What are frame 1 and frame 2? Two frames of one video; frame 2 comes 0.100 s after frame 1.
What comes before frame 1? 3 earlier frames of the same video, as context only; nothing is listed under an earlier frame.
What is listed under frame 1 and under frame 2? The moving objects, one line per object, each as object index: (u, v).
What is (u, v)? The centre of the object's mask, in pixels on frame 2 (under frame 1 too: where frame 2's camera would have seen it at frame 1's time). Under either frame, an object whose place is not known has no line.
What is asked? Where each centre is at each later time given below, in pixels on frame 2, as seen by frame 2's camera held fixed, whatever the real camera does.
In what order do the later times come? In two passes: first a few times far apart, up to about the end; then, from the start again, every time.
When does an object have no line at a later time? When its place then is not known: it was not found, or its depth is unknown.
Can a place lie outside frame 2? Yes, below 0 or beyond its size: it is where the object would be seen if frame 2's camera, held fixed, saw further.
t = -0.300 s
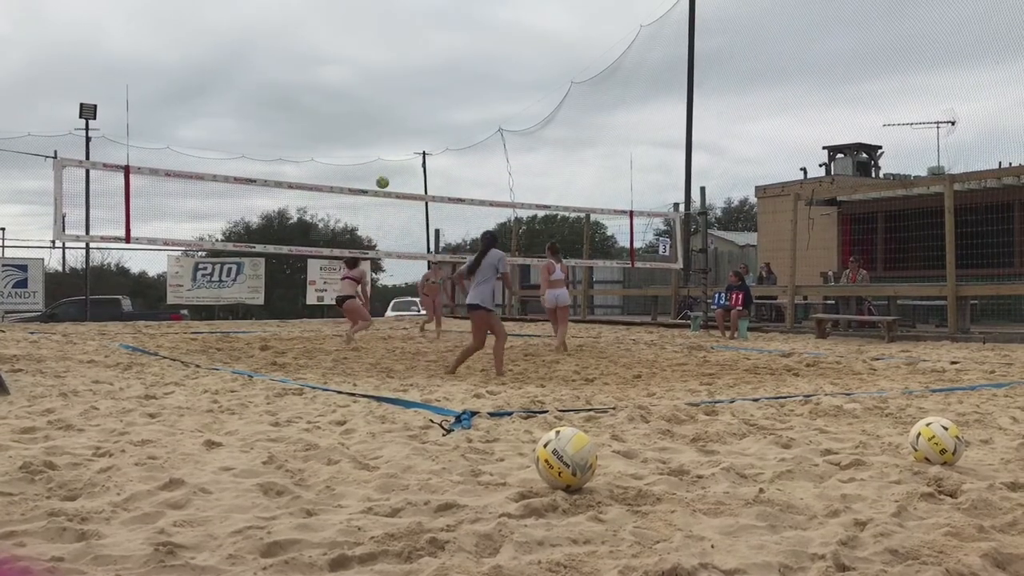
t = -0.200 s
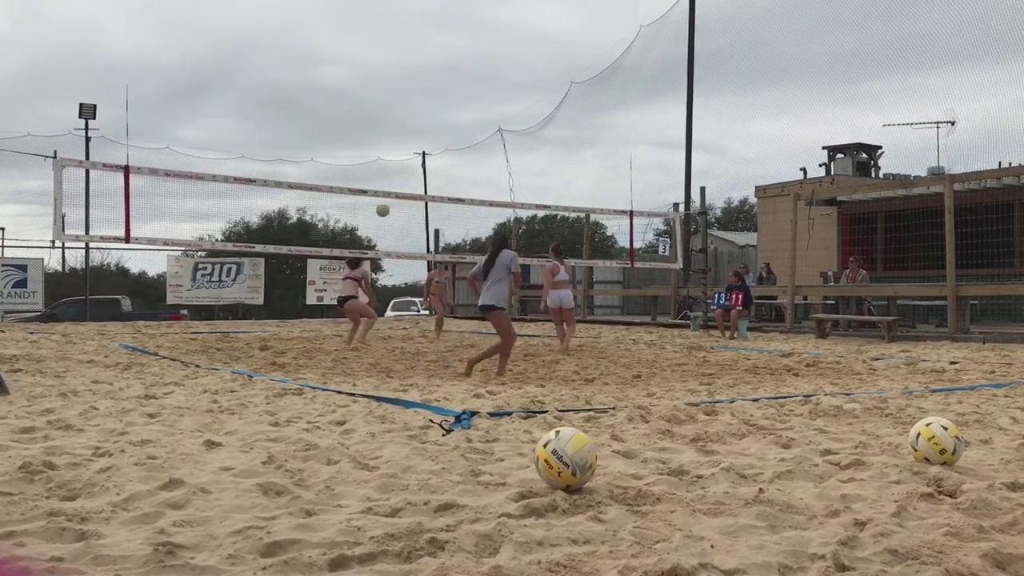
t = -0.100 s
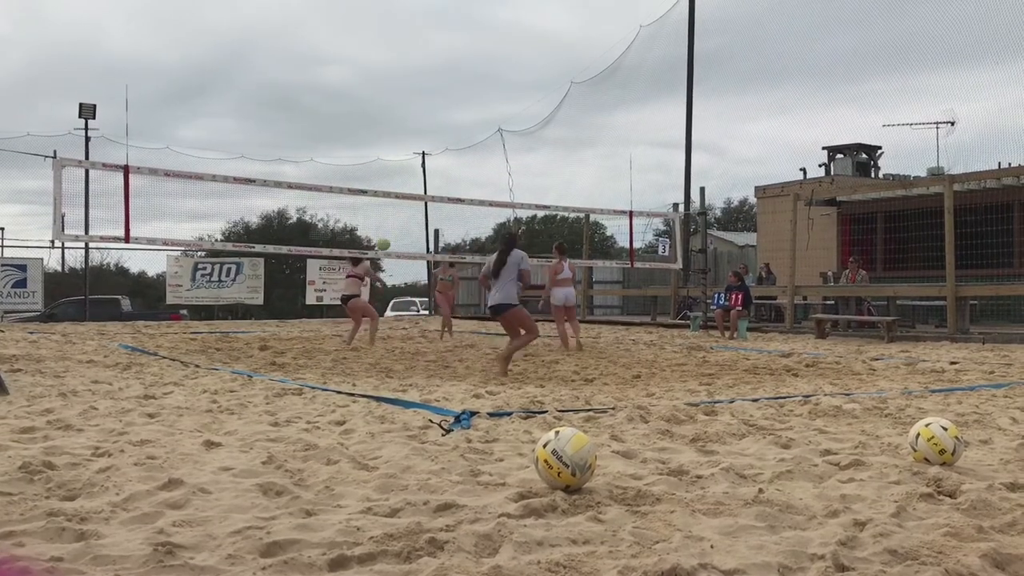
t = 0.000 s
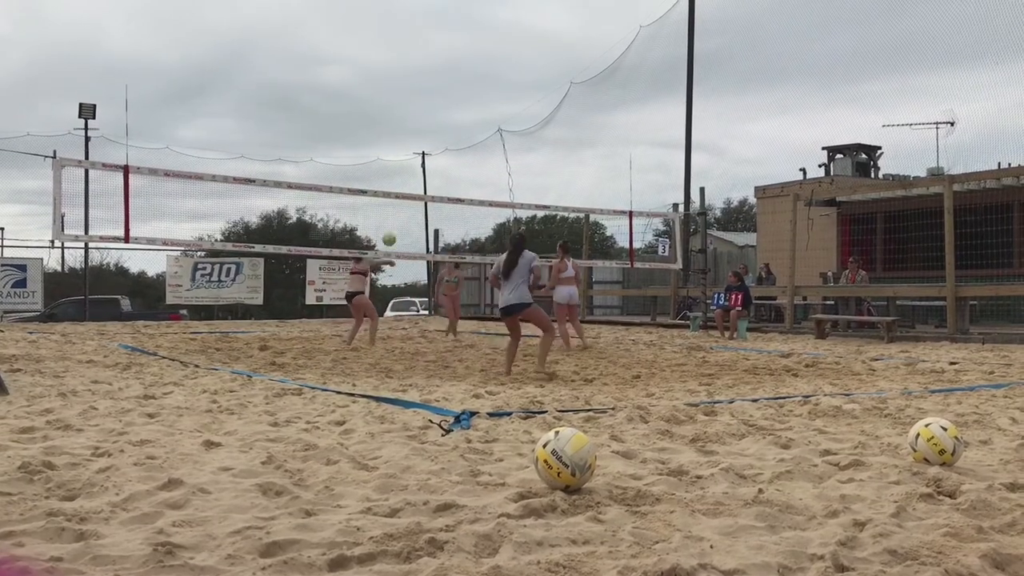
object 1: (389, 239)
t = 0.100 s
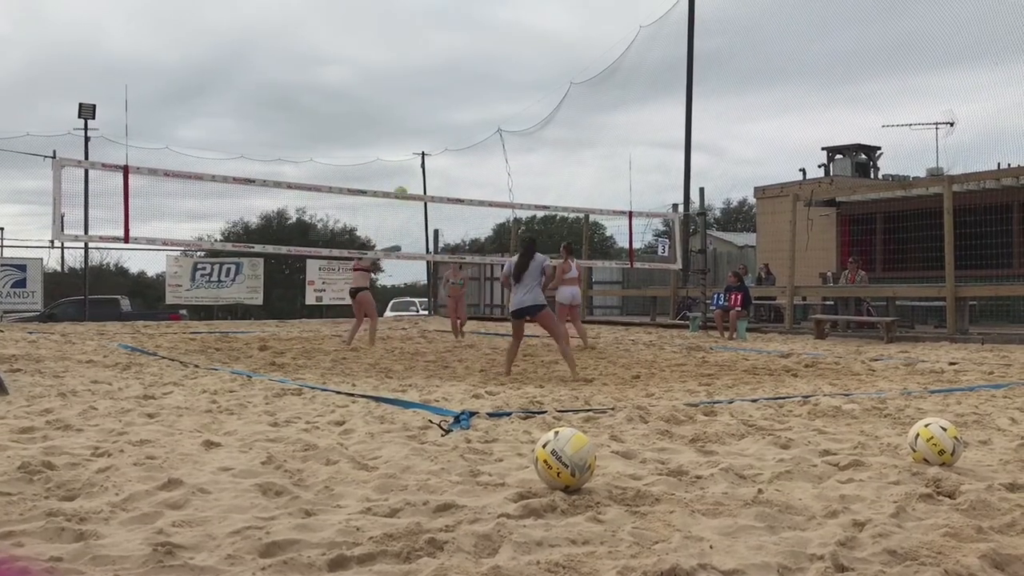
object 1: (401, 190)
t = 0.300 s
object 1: (423, 119)
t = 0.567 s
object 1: (452, 61)
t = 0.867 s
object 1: (483, 50)
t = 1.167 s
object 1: (513, 92)
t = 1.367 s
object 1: (530, 149)
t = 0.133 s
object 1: (404, 179)
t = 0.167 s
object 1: (408, 165)
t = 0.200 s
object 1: (412, 152)
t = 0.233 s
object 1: (415, 140)
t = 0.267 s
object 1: (419, 129)
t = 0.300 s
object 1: (423, 119)
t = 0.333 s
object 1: (426, 109)
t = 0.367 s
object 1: (430, 100)
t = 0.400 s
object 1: (434, 91)
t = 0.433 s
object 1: (438, 84)
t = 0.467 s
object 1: (441, 77)
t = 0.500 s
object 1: (445, 71)
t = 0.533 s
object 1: (449, 65)
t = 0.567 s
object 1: (452, 61)
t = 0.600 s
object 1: (456, 57)
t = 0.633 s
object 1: (459, 53)
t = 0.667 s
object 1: (463, 51)
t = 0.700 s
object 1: (466, 49)
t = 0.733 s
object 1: (470, 48)
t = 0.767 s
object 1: (473, 47)
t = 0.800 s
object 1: (477, 47)
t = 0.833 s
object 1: (480, 48)
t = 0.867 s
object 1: (483, 50)
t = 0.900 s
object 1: (487, 52)
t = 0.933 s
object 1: (490, 55)
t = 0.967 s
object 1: (494, 58)
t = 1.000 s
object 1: (497, 62)
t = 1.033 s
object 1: (500, 67)
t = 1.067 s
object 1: (504, 72)
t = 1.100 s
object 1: (507, 79)
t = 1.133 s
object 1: (510, 85)
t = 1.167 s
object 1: (513, 92)
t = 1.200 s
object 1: (516, 100)
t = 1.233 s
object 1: (519, 109)
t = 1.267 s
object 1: (522, 118)
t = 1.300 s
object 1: (525, 128)
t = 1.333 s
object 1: (528, 138)
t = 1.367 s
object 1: (530, 149)
